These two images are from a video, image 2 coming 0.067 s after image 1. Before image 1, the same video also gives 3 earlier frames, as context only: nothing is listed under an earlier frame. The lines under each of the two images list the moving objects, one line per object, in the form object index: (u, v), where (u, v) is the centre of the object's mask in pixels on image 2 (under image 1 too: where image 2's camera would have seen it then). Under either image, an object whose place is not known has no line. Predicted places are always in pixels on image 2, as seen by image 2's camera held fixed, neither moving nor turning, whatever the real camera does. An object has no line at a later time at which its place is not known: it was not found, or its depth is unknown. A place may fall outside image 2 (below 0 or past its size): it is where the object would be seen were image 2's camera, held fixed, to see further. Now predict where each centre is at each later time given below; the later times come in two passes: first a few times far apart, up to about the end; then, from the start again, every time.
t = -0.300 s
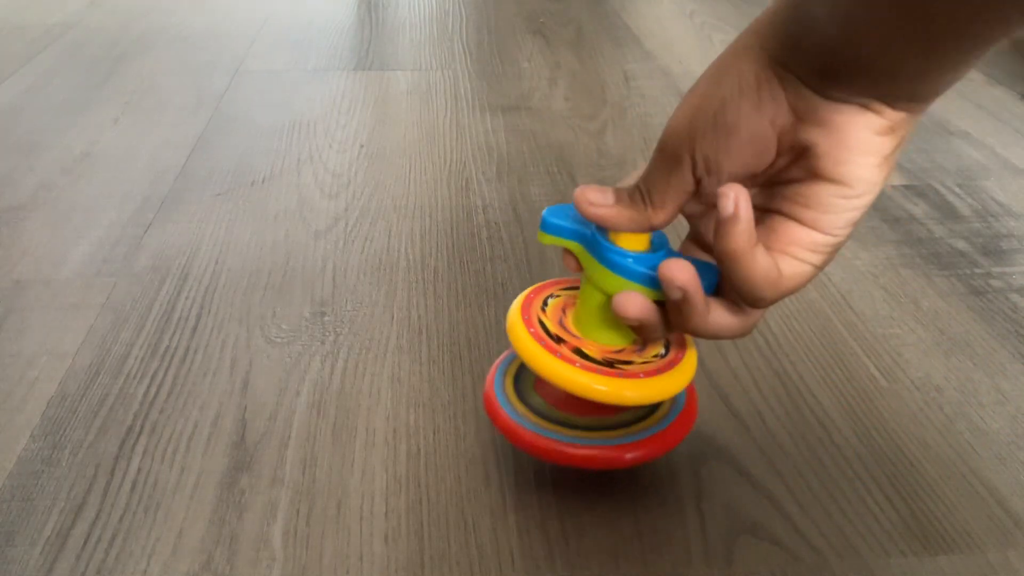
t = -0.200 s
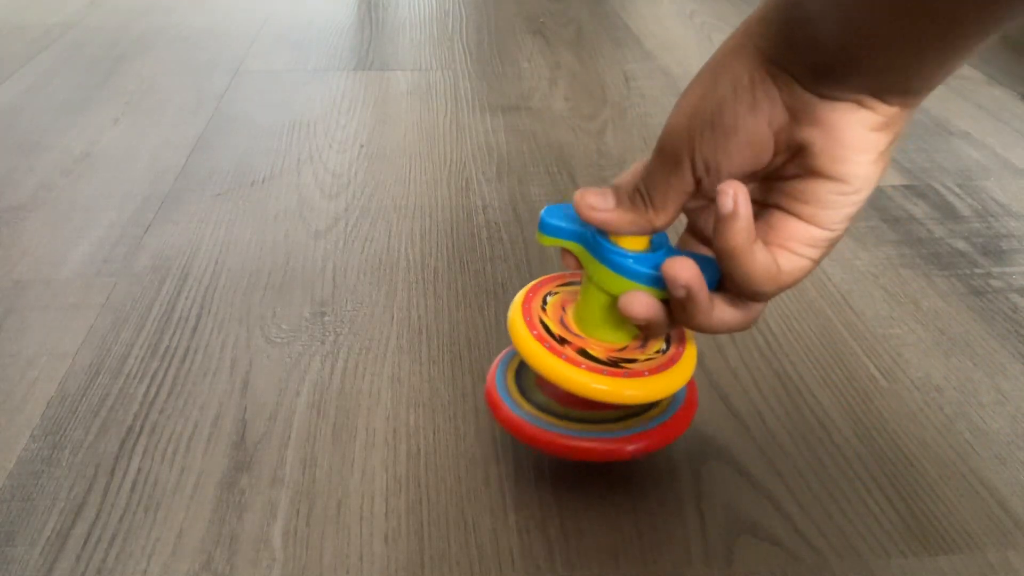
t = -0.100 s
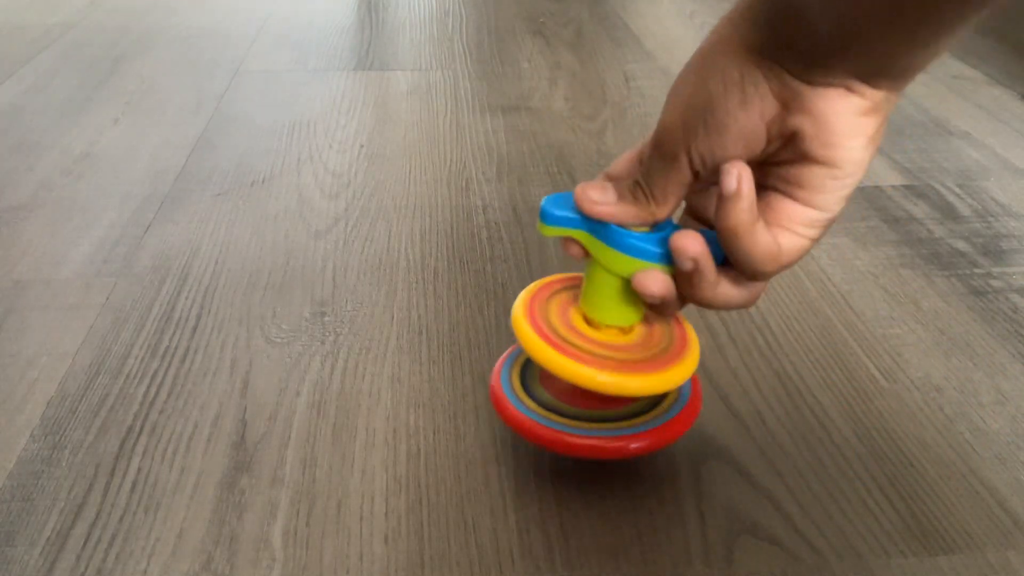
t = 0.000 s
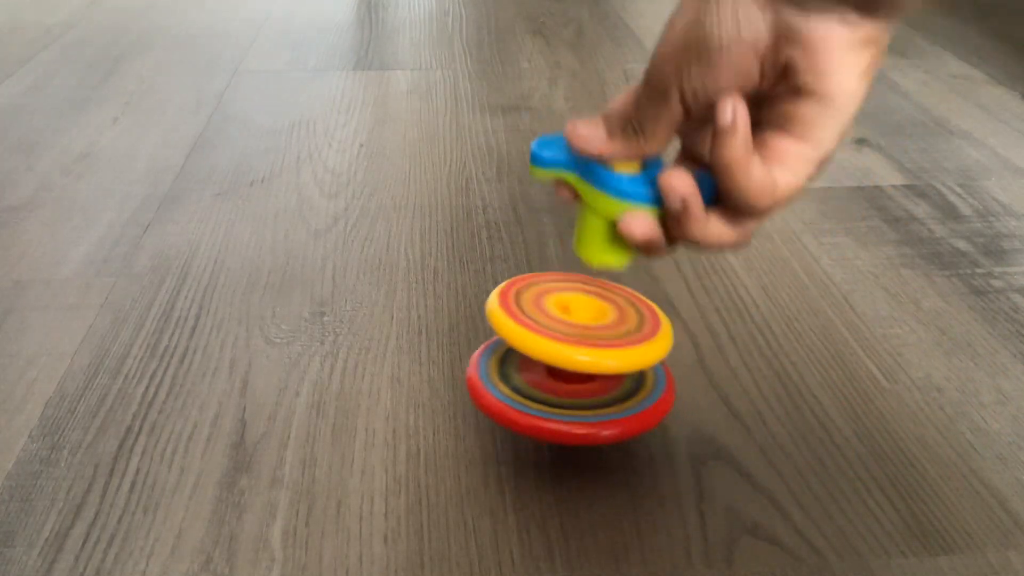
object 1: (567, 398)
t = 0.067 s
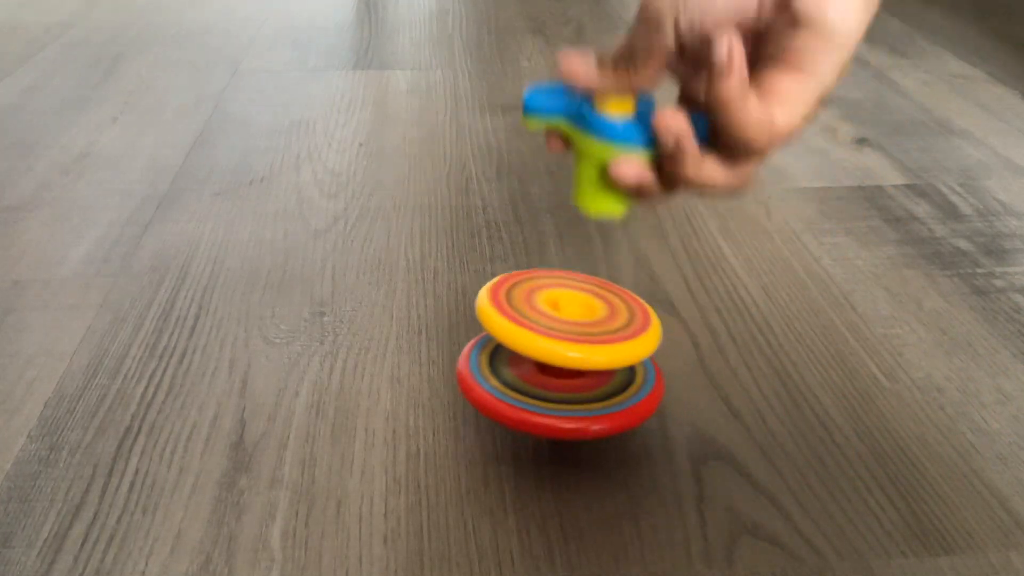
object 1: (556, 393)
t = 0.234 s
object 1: (539, 377)
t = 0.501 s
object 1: (539, 355)
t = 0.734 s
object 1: (535, 322)
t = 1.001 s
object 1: (572, 303)
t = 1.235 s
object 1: (615, 294)
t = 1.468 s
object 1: (663, 293)
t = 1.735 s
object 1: (715, 297)
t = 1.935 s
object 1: (756, 309)
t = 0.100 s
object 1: (553, 391)
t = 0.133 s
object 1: (549, 389)
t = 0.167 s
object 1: (545, 385)
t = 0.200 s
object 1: (541, 380)
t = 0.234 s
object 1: (539, 377)
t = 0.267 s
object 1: (539, 376)
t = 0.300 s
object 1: (540, 375)
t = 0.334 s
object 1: (540, 373)
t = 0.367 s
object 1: (542, 372)
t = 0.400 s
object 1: (543, 369)
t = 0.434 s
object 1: (542, 366)
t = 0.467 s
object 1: (540, 361)
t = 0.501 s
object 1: (539, 355)
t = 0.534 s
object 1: (539, 350)
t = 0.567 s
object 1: (539, 346)
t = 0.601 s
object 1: (537, 342)
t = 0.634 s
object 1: (536, 337)
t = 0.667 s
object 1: (535, 332)
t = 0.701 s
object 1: (534, 327)
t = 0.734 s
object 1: (535, 322)
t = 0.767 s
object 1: (538, 317)
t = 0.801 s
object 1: (542, 315)
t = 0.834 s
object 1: (547, 313)
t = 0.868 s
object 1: (551, 311)
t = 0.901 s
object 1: (556, 308)
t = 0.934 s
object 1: (561, 306)
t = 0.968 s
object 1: (567, 304)
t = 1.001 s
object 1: (572, 303)
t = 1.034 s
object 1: (579, 301)
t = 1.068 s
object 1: (584, 300)
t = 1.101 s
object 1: (589, 298)
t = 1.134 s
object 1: (596, 297)
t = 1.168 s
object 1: (602, 296)
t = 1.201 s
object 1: (608, 295)
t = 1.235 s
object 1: (615, 294)
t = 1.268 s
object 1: (621, 293)
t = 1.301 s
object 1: (628, 292)
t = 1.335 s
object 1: (635, 292)
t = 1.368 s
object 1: (643, 292)
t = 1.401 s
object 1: (649, 292)
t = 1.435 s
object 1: (656, 292)
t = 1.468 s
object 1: (663, 293)
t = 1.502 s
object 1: (670, 292)
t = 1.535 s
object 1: (678, 293)
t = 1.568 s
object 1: (683, 293)
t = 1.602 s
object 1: (689, 293)
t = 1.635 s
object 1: (698, 295)
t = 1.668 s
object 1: (702, 296)
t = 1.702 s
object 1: (708, 297)
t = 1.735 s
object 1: (715, 297)
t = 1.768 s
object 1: (722, 299)
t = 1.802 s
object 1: (729, 301)
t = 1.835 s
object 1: (736, 303)
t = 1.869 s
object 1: (741, 304)
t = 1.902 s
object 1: (749, 307)
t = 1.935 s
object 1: (756, 309)
